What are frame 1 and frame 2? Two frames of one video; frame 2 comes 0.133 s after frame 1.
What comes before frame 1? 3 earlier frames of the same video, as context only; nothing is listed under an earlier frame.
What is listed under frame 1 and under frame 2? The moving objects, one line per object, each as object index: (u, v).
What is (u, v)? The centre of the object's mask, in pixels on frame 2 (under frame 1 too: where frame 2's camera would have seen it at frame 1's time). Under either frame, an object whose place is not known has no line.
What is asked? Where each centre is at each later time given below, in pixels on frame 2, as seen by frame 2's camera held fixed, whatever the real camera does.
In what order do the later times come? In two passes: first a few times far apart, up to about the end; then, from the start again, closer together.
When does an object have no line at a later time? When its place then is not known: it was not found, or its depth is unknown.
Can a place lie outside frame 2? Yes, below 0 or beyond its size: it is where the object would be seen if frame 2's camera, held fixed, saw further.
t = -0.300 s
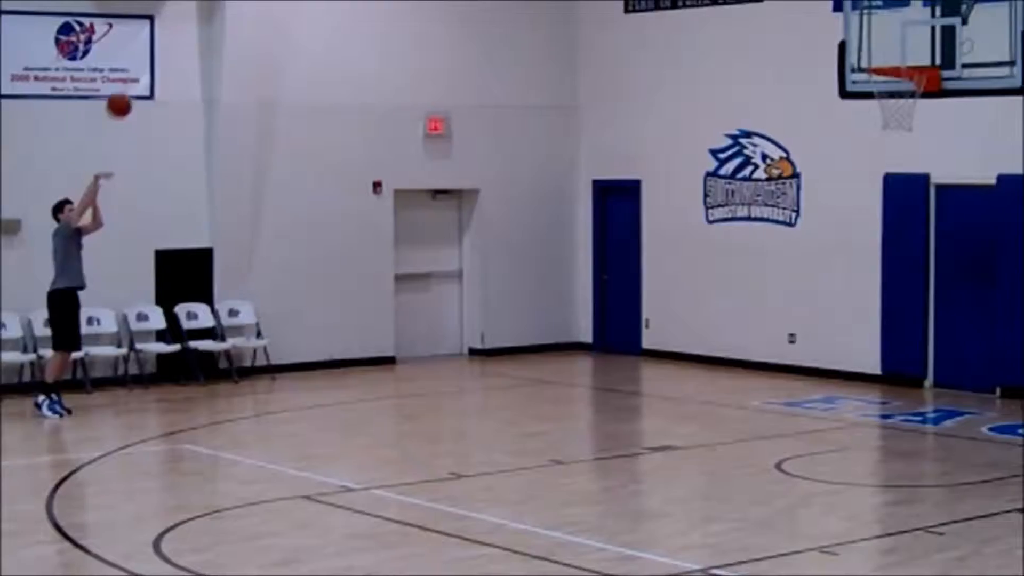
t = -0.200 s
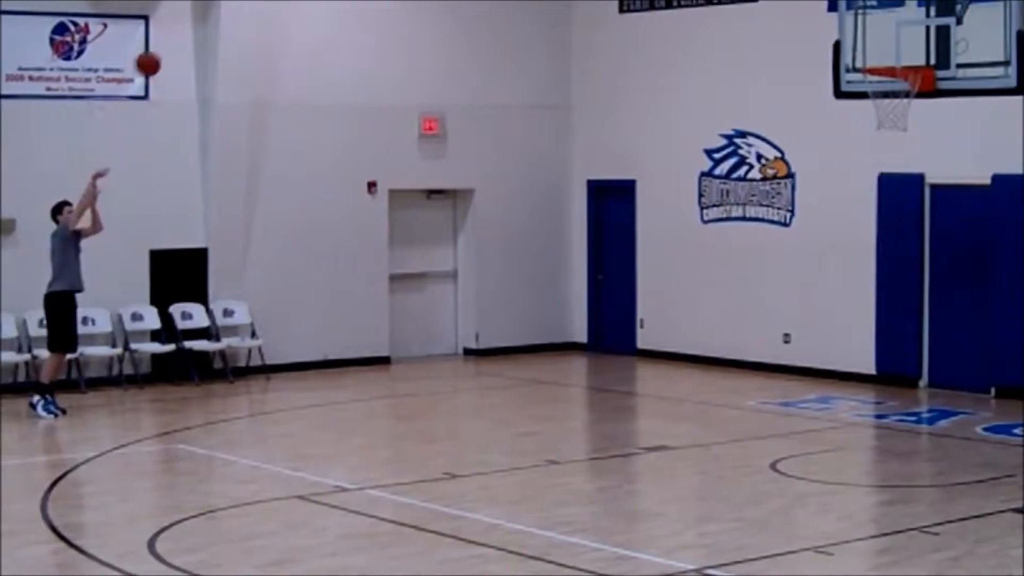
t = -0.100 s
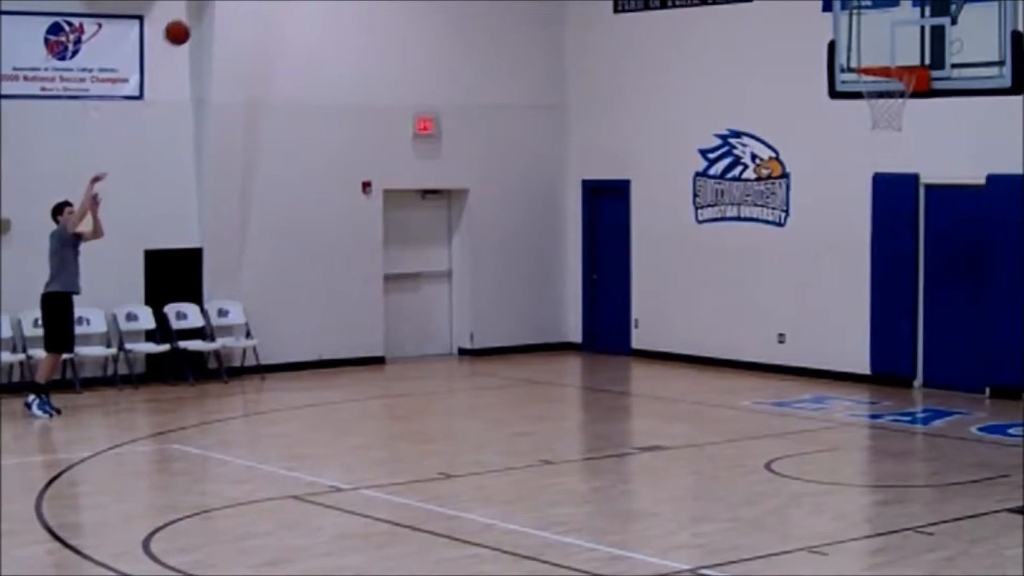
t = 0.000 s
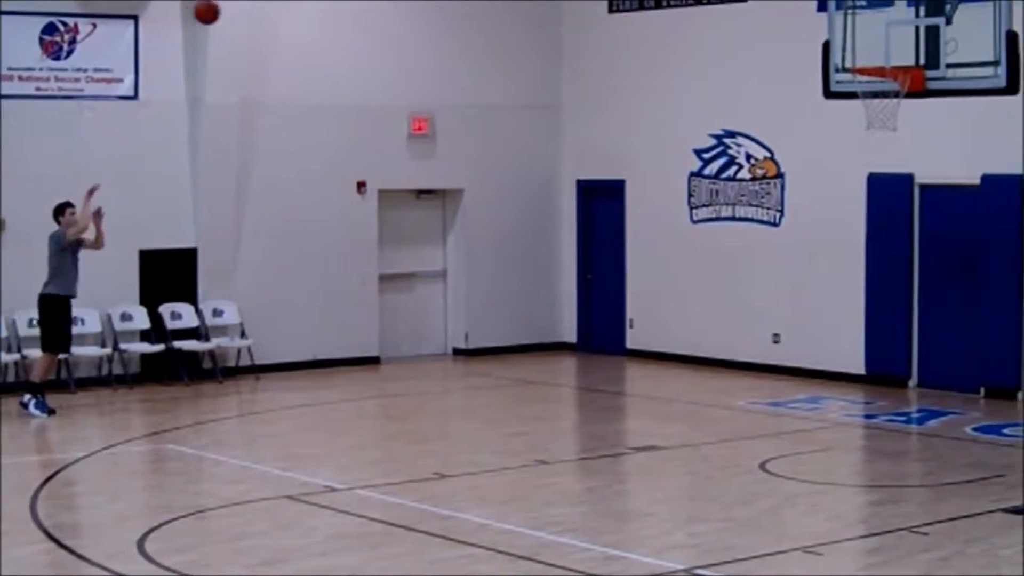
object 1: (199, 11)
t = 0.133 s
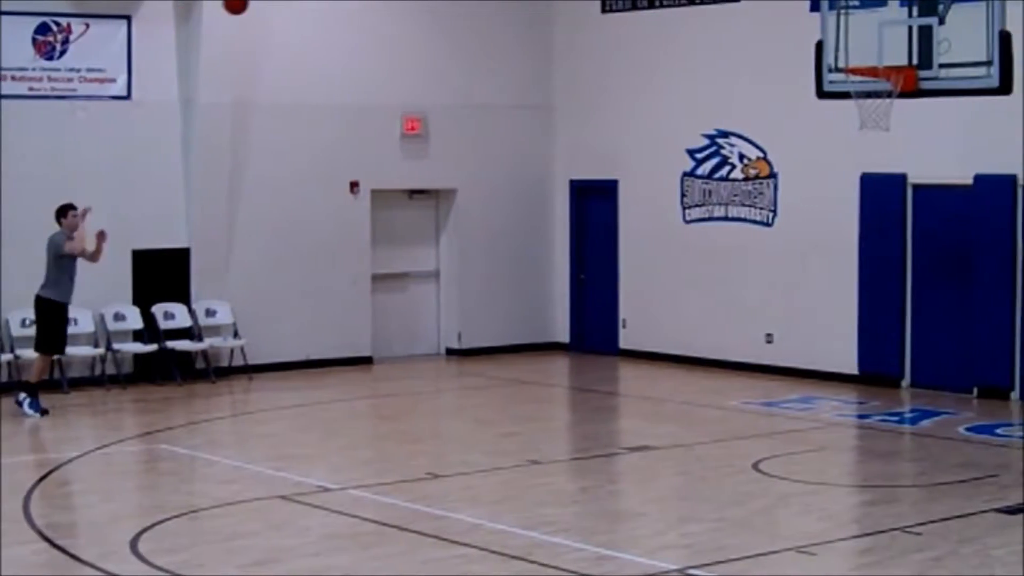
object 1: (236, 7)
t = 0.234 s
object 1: (284, 9)
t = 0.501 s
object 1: (385, 74)
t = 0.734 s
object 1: (465, 181)
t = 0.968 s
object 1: (567, 387)
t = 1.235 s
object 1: (622, 311)
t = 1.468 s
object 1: (664, 217)
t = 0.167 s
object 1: (254, 6)
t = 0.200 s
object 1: (272, 7)
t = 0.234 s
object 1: (284, 9)
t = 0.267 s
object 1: (303, 13)
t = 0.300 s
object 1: (310, 15)
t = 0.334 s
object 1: (310, 15)
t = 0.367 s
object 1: (328, 25)
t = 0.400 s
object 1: (347, 39)
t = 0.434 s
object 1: (360, 50)
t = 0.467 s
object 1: (379, 68)
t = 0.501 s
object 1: (385, 74)
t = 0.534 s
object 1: (385, 74)
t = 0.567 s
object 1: (405, 97)
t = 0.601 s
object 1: (424, 122)
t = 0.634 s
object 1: (438, 141)
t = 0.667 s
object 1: (458, 170)
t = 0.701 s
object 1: (464, 181)
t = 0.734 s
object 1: (465, 181)
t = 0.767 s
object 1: (485, 217)
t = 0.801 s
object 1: (506, 255)
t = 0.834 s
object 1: (513, 268)
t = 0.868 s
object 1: (540, 324)
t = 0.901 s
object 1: (547, 340)
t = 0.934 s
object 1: (546, 340)
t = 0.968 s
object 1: (567, 387)
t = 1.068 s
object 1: (602, 388)
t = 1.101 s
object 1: (604, 377)
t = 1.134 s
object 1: (605, 377)
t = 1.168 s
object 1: (612, 346)
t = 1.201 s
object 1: (620, 319)
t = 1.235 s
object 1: (622, 311)
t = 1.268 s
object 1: (632, 280)
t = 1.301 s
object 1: (635, 273)
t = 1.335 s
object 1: (635, 273)
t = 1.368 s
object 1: (643, 254)
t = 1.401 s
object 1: (651, 238)
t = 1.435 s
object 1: (654, 233)
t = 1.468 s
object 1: (664, 217)
